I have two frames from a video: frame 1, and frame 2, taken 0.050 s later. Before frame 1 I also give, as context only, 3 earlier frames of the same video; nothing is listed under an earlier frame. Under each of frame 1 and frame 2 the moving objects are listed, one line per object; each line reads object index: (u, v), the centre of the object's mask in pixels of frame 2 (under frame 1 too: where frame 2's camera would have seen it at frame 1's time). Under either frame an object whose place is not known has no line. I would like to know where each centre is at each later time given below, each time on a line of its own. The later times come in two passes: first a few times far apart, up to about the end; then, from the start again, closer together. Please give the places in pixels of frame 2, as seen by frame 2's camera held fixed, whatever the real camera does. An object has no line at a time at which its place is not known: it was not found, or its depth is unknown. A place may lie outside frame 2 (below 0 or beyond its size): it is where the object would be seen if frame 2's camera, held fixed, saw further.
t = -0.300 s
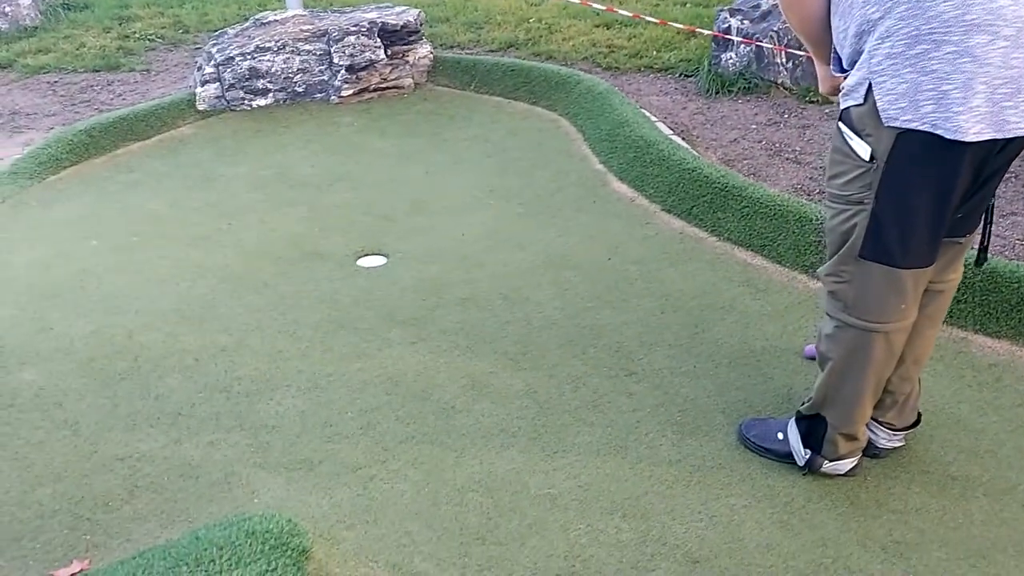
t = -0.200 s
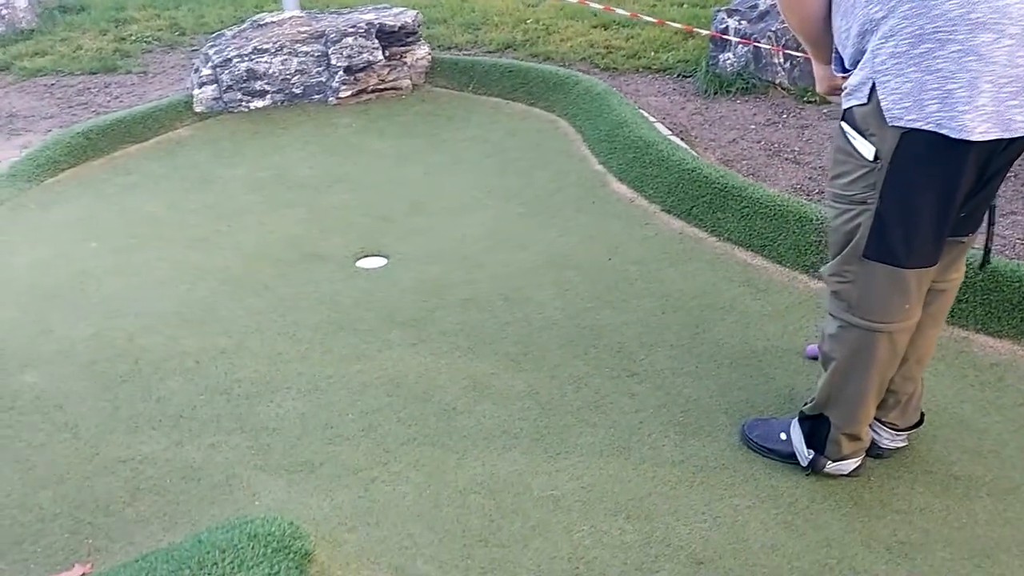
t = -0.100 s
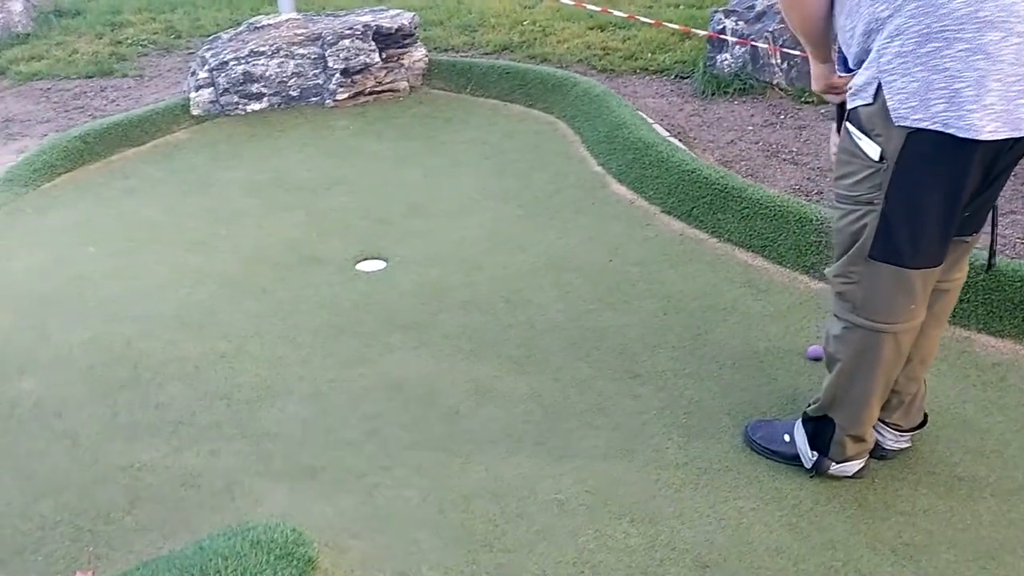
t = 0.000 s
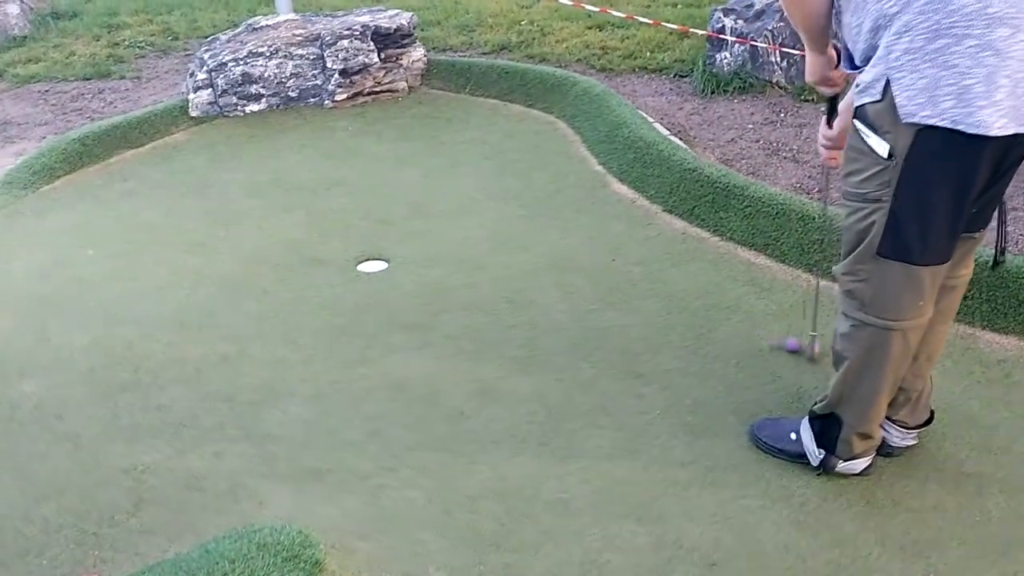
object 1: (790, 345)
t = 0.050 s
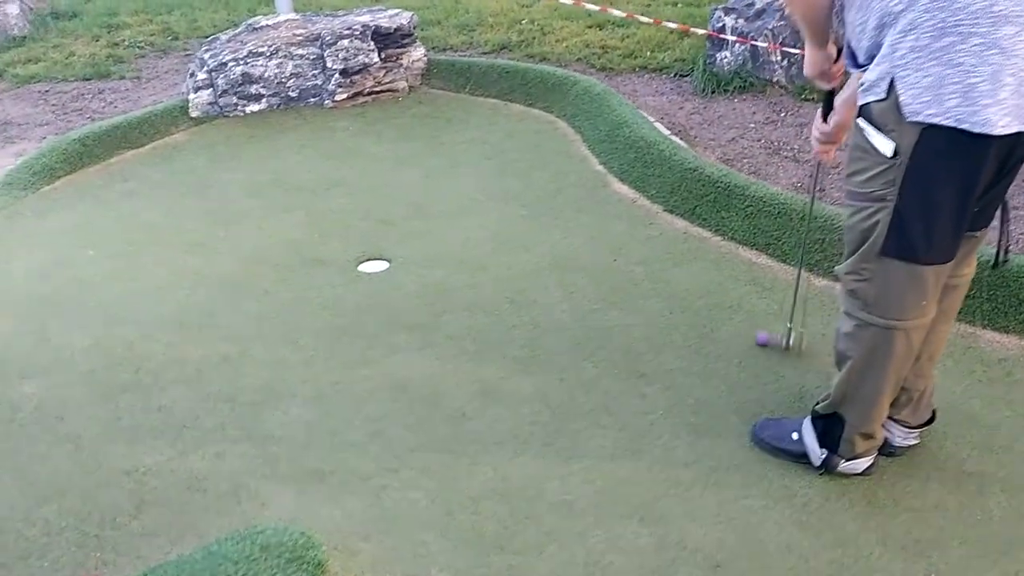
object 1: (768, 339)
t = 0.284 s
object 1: (677, 323)
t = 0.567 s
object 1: (583, 309)
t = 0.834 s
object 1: (500, 295)
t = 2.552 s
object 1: (235, 265)
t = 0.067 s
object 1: (761, 338)
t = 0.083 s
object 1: (755, 338)
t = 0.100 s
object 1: (745, 336)
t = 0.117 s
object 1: (742, 334)
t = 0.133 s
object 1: (734, 334)
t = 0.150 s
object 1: (727, 332)
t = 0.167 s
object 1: (717, 330)
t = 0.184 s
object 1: (715, 330)
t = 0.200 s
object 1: (708, 330)
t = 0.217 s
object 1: (703, 328)
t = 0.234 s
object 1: (695, 328)
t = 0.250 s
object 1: (689, 326)
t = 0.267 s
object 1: (680, 324)
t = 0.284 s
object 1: (677, 323)
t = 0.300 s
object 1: (670, 323)
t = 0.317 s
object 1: (667, 322)
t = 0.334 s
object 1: (661, 322)
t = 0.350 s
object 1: (654, 320)
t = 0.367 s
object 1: (644, 318)
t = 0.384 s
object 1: (642, 318)
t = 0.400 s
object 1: (639, 317)
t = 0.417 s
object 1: (630, 316)
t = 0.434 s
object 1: (626, 316)
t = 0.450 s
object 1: (619, 315)
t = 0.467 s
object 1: (615, 314)
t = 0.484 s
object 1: (607, 313)
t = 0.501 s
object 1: (602, 312)
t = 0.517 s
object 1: (597, 311)
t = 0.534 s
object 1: (593, 310)
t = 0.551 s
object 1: (587, 309)
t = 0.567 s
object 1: (583, 309)
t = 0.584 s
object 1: (576, 307)
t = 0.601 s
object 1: (574, 307)
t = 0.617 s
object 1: (565, 306)
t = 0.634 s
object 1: (562, 305)
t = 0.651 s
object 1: (555, 304)
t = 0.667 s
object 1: (553, 304)
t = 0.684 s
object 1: (544, 302)
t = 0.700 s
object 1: (536, 300)
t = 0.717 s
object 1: (534, 301)
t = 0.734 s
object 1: (526, 298)
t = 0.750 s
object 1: (525, 299)
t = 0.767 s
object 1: (517, 297)
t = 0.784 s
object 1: (515, 297)
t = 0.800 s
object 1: (508, 295)
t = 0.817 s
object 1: (507, 295)
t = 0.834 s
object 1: (500, 295)
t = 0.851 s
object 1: (499, 295)
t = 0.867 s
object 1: (491, 294)
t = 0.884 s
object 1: (491, 293)
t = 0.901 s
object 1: (482, 292)
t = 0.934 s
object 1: (474, 291)
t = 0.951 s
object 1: (473, 291)
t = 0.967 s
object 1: (467, 291)
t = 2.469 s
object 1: (240, 265)
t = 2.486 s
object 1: (240, 265)
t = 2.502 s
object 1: (238, 265)
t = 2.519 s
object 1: (238, 265)
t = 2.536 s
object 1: (236, 265)
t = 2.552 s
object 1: (235, 265)
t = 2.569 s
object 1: (235, 265)
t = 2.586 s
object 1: (234, 265)
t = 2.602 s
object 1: (233, 264)
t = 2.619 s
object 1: (233, 264)
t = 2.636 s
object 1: (232, 264)
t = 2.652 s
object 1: (231, 264)
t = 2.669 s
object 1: (231, 264)
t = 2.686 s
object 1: (230, 264)
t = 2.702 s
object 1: (230, 263)
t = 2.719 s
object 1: (230, 263)
